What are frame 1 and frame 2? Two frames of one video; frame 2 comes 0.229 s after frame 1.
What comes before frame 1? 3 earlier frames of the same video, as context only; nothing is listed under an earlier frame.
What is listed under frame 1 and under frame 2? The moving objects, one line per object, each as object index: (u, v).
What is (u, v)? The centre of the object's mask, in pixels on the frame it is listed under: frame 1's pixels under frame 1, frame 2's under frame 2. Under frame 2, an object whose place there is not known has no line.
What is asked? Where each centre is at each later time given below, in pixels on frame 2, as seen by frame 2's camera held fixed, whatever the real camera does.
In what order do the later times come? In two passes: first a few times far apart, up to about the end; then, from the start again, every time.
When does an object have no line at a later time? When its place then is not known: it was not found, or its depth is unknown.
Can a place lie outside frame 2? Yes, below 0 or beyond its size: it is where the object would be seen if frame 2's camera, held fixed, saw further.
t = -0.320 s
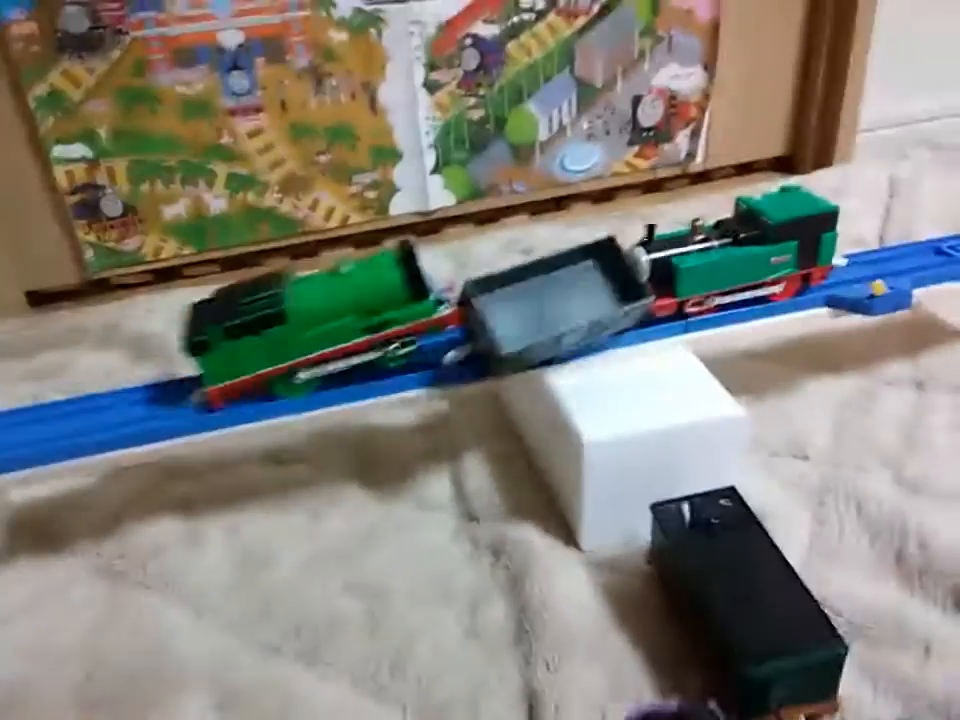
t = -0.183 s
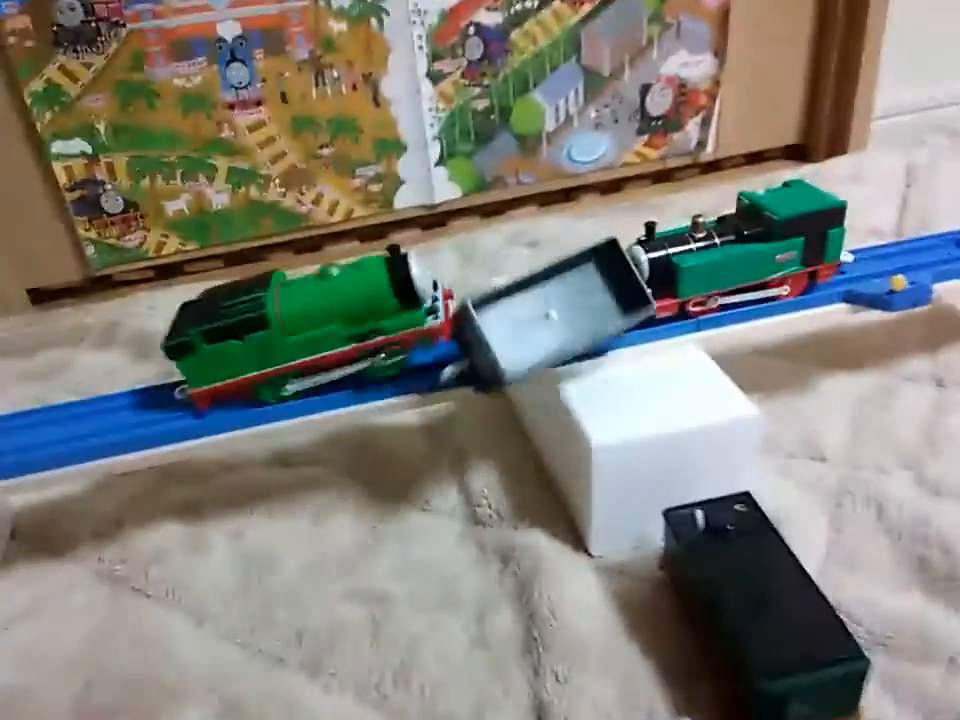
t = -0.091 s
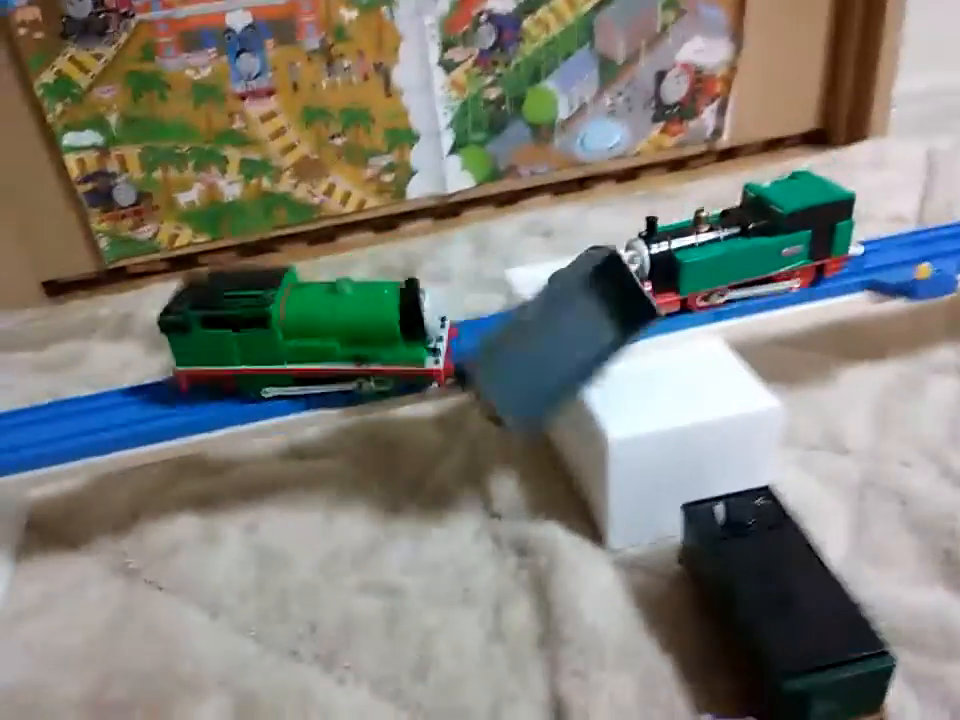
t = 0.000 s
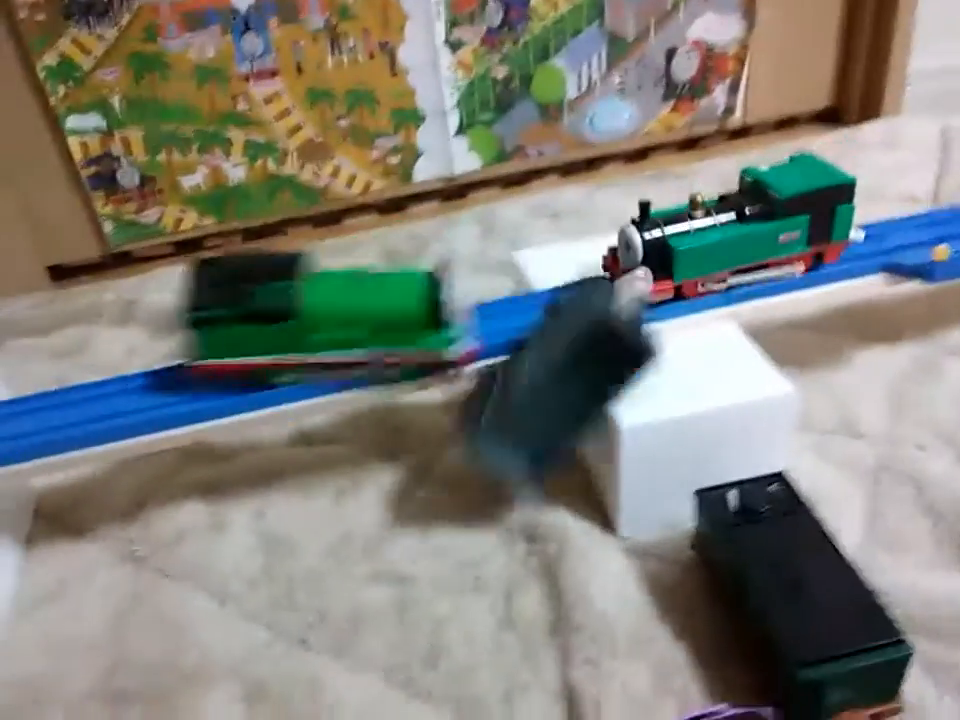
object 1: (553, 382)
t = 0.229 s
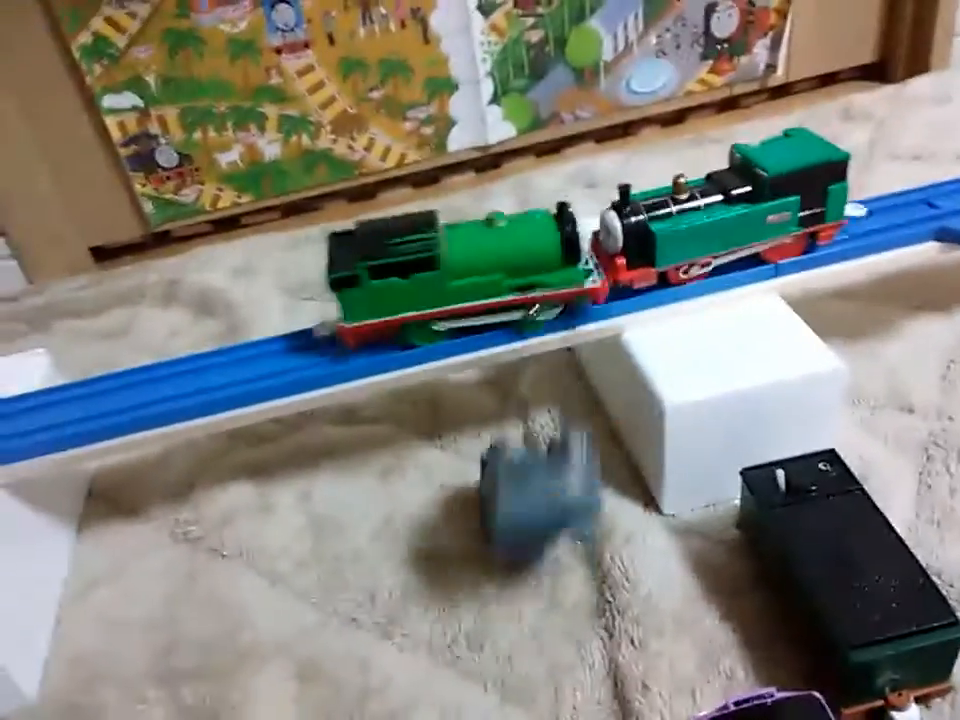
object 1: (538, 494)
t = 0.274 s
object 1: (536, 541)
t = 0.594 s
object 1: (533, 592)
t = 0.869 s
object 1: (531, 582)
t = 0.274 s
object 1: (536, 541)
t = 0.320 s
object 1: (535, 586)
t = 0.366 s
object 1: (533, 597)
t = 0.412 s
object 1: (533, 598)
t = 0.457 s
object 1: (534, 598)
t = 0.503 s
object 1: (534, 595)
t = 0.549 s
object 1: (533, 591)
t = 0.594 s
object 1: (533, 592)
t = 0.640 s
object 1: (533, 591)
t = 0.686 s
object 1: (532, 589)
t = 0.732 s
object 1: (532, 585)
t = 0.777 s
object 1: (532, 582)
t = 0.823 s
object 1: (531, 582)
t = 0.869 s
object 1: (531, 582)
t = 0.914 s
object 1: (531, 582)
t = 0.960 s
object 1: (530, 582)
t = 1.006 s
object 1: (528, 583)
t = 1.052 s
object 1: (528, 580)
